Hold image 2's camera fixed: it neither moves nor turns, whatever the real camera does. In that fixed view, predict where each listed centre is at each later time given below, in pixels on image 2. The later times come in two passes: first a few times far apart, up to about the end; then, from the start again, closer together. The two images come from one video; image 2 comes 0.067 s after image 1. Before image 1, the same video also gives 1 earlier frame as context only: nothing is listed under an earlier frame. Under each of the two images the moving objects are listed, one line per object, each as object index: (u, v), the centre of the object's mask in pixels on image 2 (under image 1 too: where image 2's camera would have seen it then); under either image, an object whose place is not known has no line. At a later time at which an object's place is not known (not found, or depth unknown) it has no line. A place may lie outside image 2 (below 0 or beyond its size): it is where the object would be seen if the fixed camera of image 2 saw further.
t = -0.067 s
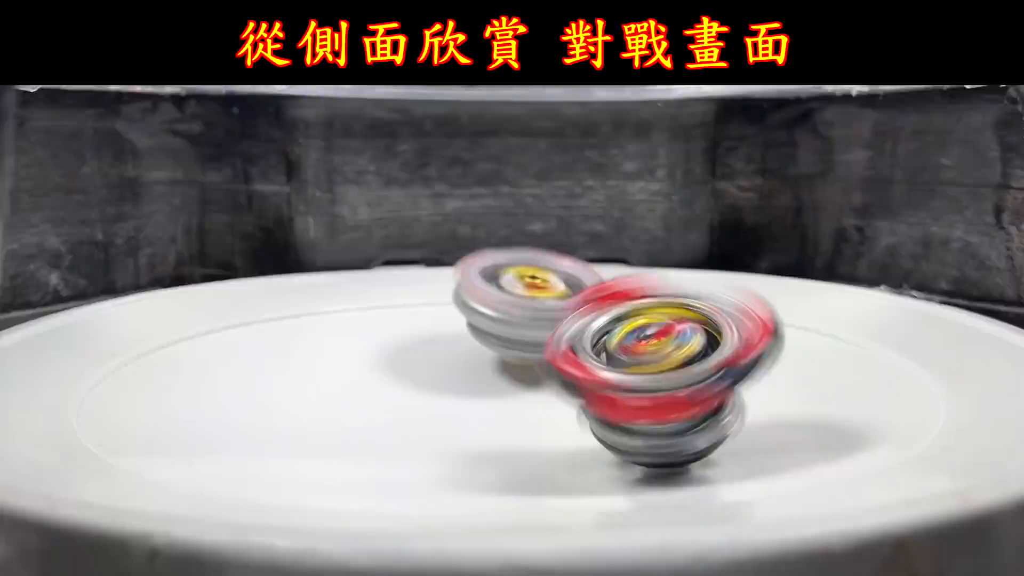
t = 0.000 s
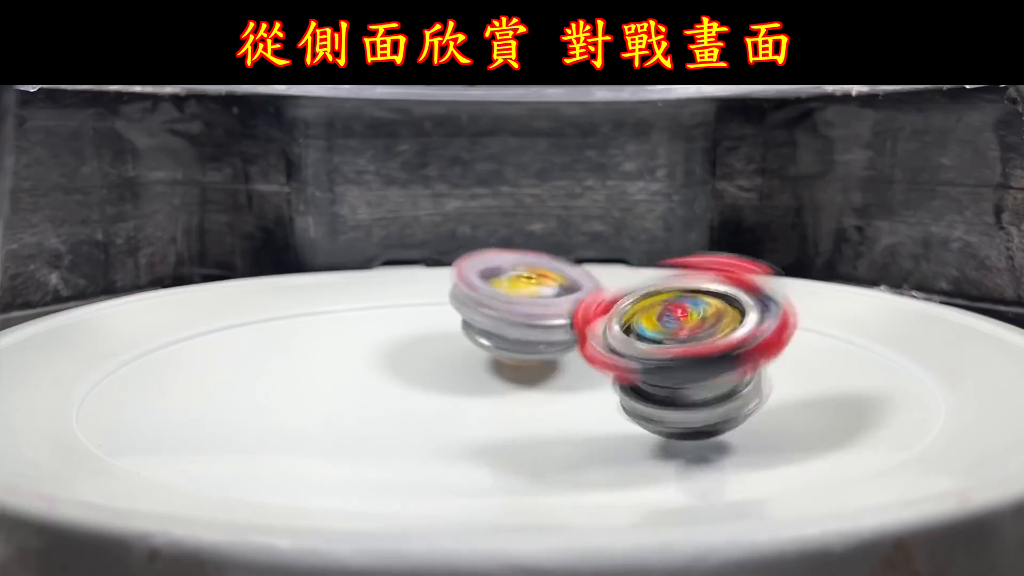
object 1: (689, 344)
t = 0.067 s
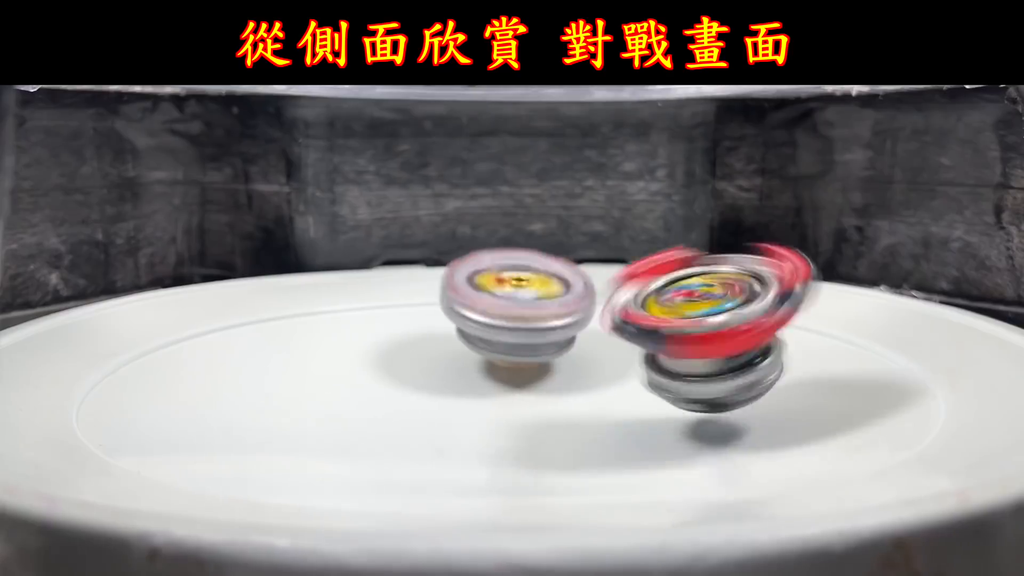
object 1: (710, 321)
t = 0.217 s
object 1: (730, 323)
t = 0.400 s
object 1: (722, 317)
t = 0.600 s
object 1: (852, 299)
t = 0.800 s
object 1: (829, 309)
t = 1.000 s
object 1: (864, 306)
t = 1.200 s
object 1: (814, 322)
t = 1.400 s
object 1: (868, 333)
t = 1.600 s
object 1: (767, 364)
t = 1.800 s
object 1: (837, 359)
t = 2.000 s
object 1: (709, 379)
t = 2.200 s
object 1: (623, 390)
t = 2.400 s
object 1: (571, 391)
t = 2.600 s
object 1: (544, 395)
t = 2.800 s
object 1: (518, 389)
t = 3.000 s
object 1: (542, 390)
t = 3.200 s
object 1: (488, 380)
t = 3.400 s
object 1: (500, 390)
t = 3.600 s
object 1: (536, 375)
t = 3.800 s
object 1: (325, 367)
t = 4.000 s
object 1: (219, 360)
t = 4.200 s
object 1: (265, 379)
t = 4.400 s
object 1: (423, 377)
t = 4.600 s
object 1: (224, 326)
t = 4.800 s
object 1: (165, 303)
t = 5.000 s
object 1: (320, 338)
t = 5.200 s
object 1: (546, 311)
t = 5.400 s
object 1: (652, 283)
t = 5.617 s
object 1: (627, 284)
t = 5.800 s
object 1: (571, 341)
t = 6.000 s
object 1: (558, 389)
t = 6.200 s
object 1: (624, 390)
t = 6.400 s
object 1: (610, 388)
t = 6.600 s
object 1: (454, 370)
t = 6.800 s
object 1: (311, 367)
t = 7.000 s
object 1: (340, 371)
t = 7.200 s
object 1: (455, 355)
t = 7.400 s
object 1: (352, 333)
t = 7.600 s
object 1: (302, 337)
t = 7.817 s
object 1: (421, 345)
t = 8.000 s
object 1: (377, 313)
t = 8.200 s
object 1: (410, 279)
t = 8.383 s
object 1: (491, 288)
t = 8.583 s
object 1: (575, 315)
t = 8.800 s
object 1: (601, 364)
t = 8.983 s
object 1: (558, 386)
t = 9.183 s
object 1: (422, 390)
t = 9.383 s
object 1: (324, 379)
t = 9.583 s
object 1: (349, 351)
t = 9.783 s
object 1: (402, 343)
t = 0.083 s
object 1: (714, 334)
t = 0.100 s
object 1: (718, 337)
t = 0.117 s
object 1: (719, 331)
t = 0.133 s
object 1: (722, 334)
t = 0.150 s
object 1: (726, 329)
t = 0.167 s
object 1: (728, 328)
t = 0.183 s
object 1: (729, 321)
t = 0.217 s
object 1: (730, 323)
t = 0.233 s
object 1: (732, 317)
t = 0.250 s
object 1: (732, 316)
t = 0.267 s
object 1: (730, 317)
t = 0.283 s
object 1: (731, 314)
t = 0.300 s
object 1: (729, 317)
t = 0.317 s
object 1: (727, 316)
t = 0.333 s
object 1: (726, 315)
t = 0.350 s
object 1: (726, 315)
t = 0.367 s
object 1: (724, 315)
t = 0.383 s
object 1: (721, 316)
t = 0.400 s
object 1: (722, 317)
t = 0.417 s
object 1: (721, 317)
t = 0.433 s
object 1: (721, 317)
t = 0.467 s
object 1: (749, 315)
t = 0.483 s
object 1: (765, 310)
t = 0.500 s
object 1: (779, 311)
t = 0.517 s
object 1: (794, 309)
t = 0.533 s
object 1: (809, 306)
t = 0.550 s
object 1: (821, 306)
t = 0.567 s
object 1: (835, 304)
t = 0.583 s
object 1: (845, 302)
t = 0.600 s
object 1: (852, 299)
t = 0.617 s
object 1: (860, 299)
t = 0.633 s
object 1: (866, 297)
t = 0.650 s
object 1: (869, 296)
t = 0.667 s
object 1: (873, 295)
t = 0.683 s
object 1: (872, 294)
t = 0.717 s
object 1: (866, 299)
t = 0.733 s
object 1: (860, 300)
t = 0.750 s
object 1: (854, 302)
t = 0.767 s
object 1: (847, 304)
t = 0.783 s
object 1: (838, 306)
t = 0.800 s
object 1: (829, 309)
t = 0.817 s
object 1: (819, 311)
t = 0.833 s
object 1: (806, 315)
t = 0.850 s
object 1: (804, 313)
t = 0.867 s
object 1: (812, 310)
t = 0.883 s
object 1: (823, 311)
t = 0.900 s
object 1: (833, 309)
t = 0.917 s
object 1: (841, 308)
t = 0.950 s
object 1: (854, 307)
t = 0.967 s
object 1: (858, 306)
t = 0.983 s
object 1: (862, 307)
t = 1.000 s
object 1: (864, 306)
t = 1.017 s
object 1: (865, 307)
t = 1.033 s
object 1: (864, 307)
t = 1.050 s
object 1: (865, 308)
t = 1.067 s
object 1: (860, 309)
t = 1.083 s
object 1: (858, 311)
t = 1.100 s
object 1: (852, 313)
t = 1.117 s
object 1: (846, 314)
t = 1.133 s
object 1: (837, 316)
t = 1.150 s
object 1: (831, 319)
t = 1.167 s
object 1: (820, 321)
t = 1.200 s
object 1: (814, 322)
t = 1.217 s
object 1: (822, 322)
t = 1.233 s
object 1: (833, 322)
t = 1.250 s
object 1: (840, 324)
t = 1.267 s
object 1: (846, 324)
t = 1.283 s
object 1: (852, 325)
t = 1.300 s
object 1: (859, 327)
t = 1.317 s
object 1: (863, 327)
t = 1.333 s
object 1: (867, 327)
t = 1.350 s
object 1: (868, 329)
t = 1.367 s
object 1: (870, 331)
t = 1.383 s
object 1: (867, 333)
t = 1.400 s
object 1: (868, 333)
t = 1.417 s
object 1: (864, 335)
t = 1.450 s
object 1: (853, 340)
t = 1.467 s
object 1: (849, 341)
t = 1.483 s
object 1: (841, 344)
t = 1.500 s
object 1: (832, 347)
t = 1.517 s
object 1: (822, 351)
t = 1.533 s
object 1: (813, 353)
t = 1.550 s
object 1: (802, 355)
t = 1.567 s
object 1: (791, 358)
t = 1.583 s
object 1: (778, 361)
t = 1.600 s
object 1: (767, 364)
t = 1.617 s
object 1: (755, 366)
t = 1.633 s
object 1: (758, 365)
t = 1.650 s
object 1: (768, 364)
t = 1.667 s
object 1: (779, 363)
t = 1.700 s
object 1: (798, 365)
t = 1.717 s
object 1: (806, 365)
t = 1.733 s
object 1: (814, 364)
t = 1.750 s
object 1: (821, 362)
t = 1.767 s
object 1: (829, 360)
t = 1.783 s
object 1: (836, 360)
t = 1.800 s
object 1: (837, 359)
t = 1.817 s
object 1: (838, 361)
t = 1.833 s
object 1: (836, 360)
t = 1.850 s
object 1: (827, 362)
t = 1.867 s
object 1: (818, 364)
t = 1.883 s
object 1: (805, 368)
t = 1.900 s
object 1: (793, 370)
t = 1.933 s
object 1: (770, 371)
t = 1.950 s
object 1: (757, 373)
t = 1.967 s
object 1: (740, 375)
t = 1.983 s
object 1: (725, 377)
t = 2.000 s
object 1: (709, 379)
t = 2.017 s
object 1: (690, 380)
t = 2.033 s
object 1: (671, 381)
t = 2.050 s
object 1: (664, 380)
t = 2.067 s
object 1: (659, 383)
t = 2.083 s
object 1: (655, 384)
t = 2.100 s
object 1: (651, 385)
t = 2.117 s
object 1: (646, 386)
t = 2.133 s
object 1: (641, 387)
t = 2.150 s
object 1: (636, 388)
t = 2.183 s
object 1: (627, 390)
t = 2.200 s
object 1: (623, 390)
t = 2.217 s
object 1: (617, 392)
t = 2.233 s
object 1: (614, 392)
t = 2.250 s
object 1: (611, 392)
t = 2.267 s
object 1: (607, 393)
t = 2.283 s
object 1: (604, 393)
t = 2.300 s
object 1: (602, 393)
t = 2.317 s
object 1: (598, 393)
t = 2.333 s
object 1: (595, 392)
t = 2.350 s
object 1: (591, 393)
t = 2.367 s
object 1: (584, 392)
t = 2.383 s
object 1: (579, 391)
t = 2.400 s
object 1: (571, 391)
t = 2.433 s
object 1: (560, 390)
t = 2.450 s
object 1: (553, 391)
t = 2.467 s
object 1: (551, 392)
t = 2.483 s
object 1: (548, 391)
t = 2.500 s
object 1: (545, 392)
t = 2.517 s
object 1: (545, 392)
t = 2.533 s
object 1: (546, 392)
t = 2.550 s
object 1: (545, 391)
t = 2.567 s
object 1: (546, 392)
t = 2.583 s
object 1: (544, 394)
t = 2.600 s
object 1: (544, 395)
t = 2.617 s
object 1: (543, 393)
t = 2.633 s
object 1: (543, 392)
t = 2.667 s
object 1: (544, 391)
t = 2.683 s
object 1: (539, 390)
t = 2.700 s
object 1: (538, 390)
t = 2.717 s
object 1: (534, 390)
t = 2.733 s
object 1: (530, 390)
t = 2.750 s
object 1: (525, 389)
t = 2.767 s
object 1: (521, 381)
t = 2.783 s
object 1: (522, 387)
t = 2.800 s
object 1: (518, 389)
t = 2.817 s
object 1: (517, 389)
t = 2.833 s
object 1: (516, 388)
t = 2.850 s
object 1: (517, 388)
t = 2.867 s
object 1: (519, 392)
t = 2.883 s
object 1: (521, 391)
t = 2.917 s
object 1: (529, 390)
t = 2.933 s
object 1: (533, 392)
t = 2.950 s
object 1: (535, 391)
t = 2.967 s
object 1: (536, 388)
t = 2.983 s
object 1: (543, 388)
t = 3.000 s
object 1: (542, 390)
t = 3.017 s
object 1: (542, 387)
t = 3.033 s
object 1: (543, 386)
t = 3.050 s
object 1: (543, 384)
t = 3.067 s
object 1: (539, 386)
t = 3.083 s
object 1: (534, 381)
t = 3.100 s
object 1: (528, 381)
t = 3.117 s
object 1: (523, 378)
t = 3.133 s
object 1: (516, 376)
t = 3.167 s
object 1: (500, 378)
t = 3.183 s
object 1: (496, 377)
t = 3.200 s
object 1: (488, 380)
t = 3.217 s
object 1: (484, 380)
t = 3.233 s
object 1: (477, 385)
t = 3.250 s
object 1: (472, 384)
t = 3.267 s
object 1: (473, 386)
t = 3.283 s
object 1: (470, 388)
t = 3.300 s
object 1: (469, 387)
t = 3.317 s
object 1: (474, 391)
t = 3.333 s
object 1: (474, 393)
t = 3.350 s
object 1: (479, 389)
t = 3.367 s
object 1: (485, 394)
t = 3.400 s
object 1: (500, 390)
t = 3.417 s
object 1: (504, 394)
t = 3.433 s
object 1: (511, 392)
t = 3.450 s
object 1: (520, 392)
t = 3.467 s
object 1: (524, 392)
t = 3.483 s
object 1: (533, 391)
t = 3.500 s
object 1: (538, 389)
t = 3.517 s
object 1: (541, 388)
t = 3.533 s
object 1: (545, 388)
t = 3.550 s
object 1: (544, 383)
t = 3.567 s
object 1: (545, 384)
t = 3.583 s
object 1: (542, 381)
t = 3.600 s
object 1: (536, 375)
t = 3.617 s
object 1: (525, 362)
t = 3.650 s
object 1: (485, 340)
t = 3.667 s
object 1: (464, 341)
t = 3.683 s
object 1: (443, 351)
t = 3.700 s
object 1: (424, 374)
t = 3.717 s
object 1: (404, 374)
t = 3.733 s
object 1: (386, 370)
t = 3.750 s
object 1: (369, 371)
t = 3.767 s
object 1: (355, 366)
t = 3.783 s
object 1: (341, 369)
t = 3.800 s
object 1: (325, 367)
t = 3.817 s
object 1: (314, 364)
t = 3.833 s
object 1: (302, 364)
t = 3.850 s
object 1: (292, 363)
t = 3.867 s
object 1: (282, 362)
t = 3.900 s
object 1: (263, 362)
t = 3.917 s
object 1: (255, 362)
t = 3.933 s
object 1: (246, 362)
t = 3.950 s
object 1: (239, 362)
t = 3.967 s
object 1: (231, 363)
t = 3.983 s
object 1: (223, 361)
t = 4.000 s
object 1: (219, 360)
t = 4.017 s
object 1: (211, 363)
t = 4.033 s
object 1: (207, 364)
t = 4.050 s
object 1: (206, 363)
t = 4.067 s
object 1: (199, 362)
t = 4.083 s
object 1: (200, 364)
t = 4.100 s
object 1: (200, 367)
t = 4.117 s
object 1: (202, 367)
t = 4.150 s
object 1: (216, 372)
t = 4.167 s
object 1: (228, 372)
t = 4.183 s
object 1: (247, 377)
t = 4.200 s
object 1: (265, 379)
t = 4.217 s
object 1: (286, 381)
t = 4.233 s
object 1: (312, 385)
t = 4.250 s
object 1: (335, 386)
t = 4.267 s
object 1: (358, 387)
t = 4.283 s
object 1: (382, 390)
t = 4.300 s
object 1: (402, 389)
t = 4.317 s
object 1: (418, 389)
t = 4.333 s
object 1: (434, 387)
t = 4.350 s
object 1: (450, 383)
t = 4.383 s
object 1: (444, 368)
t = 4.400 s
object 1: (423, 377)
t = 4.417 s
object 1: (403, 365)
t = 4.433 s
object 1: (378, 367)
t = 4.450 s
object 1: (359, 358)
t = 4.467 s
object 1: (339, 358)
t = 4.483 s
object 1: (322, 350)
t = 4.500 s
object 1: (304, 347)
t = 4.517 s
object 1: (287, 343)
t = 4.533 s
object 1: (271, 340)
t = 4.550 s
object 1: (258, 336)
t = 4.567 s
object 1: (247, 334)
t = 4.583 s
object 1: (236, 328)
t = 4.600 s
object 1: (224, 326)
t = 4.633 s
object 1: (205, 319)
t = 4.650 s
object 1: (198, 317)
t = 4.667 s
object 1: (191, 313)
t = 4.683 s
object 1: (186, 311)
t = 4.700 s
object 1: (179, 308)
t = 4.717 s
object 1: (175, 306)
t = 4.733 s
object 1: (170, 305)
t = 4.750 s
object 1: (168, 303)
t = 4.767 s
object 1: (167, 303)
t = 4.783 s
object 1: (166, 303)
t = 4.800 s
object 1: (165, 303)
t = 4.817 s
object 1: (168, 305)
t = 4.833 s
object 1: (174, 305)
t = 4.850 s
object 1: (180, 310)
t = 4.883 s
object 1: (200, 316)
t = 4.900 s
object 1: (213, 317)
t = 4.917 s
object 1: (224, 323)
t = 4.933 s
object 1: (242, 324)
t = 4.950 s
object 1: (258, 330)
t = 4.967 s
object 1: (279, 327)
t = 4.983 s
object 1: (297, 336)
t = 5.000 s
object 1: (320, 338)
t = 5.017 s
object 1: (341, 341)
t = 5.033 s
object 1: (353, 340)
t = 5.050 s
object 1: (373, 337)
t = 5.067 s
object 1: (388, 332)
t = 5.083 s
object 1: (413, 324)
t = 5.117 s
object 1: (457, 303)
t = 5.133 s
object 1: (472, 300)
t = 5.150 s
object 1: (491, 300)
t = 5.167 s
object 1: (506, 298)
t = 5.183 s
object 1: (526, 300)
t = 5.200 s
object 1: (546, 311)
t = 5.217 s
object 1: (561, 311)
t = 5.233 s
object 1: (574, 311)
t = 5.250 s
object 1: (584, 311)
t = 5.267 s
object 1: (592, 312)
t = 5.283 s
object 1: (602, 308)
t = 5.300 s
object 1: (610, 304)
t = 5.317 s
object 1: (620, 299)
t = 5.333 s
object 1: (629, 295)
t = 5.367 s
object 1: (643, 288)
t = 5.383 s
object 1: (648, 285)
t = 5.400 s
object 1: (652, 283)
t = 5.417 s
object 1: (654, 279)
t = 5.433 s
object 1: (656, 276)
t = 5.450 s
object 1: (658, 273)
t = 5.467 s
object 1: (660, 271)
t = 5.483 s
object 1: (659, 270)
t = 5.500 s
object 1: (658, 269)
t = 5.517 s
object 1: (655, 269)
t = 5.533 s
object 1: (651, 270)
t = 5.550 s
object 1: (648, 272)
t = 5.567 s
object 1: (642, 272)
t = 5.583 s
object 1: (637, 278)
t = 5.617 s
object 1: (627, 284)
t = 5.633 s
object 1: (622, 285)
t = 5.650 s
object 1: (616, 291)
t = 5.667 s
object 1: (609, 295)
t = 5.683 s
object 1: (603, 301)
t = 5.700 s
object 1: (597, 307)
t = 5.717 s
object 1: (592, 313)
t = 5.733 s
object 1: (587, 318)
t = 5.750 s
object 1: (581, 325)
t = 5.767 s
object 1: (577, 330)
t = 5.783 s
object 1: (574, 335)
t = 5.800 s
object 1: (571, 341)
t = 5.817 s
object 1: (568, 346)
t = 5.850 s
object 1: (565, 357)
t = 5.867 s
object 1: (564, 361)
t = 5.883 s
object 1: (562, 364)
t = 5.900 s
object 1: (559, 369)
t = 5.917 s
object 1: (558, 373)
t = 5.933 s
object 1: (556, 377)
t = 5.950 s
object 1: (556, 381)
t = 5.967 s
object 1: (556, 384)
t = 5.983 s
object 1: (557, 387)
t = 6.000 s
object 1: (558, 389)
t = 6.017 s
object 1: (561, 391)
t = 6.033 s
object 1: (564, 392)
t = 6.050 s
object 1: (566, 392)
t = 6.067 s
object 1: (570, 392)
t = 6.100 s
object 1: (579, 395)
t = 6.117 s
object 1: (584, 394)
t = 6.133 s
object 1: (591, 394)
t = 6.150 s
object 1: (599, 394)
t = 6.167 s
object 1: (606, 391)
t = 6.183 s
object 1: (614, 393)
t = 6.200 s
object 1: (624, 390)
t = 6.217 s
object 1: (632, 393)
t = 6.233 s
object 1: (638, 387)
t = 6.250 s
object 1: (643, 392)
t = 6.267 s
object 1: (646, 388)
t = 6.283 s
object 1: (649, 390)
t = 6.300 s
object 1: (648, 389)
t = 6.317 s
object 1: (647, 387)
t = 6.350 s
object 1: (638, 387)
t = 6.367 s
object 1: (628, 390)
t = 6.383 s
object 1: (621, 389)
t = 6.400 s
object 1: (610, 388)
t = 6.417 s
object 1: (598, 385)
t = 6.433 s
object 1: (586, 384)
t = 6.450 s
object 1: (572, 382)
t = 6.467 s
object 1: (560, 384)
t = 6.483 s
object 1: (547, 381)
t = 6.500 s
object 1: (534, 380)
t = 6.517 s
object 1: (521, 377)
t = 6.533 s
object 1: (509, 373)
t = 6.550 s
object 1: (494, 370)
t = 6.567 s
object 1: (479, 370)
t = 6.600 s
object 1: (454, 370)
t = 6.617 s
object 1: (438, 370)
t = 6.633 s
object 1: (424, 369)
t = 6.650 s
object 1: (409, 370)
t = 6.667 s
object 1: (395, 369)
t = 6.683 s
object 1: (381, 369)
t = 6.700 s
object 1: (368, 369)
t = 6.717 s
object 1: (356, 368)
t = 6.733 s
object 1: (345, 367)
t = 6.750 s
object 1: (335, 368)
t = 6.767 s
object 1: (325, 367)
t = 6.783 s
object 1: (317, 365)
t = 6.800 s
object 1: (311, 367)
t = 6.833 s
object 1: (303, 366)
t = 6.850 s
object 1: (300, 365)
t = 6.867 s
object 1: (299, 370)
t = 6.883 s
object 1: (300, 365)
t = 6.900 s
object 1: (303, 368)
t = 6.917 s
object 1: (306, 371)
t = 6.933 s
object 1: (312, 365)
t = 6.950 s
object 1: (318, 371)
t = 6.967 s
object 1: (325, 366)
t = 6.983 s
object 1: (331, 370)
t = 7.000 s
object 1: (340, 371)
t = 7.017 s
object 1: (351, 366)
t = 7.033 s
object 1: (360, 368)
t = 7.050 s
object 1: (372, 370)
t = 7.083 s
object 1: (395, 370)
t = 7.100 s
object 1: (406, 369)
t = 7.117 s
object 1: (417, 367)
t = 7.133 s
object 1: (427, 364)
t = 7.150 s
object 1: (435, 363)
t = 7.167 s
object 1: (444, 360)
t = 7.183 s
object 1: (453, 357)
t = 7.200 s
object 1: (455, 355)
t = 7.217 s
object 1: (453, 353)
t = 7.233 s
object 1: (445, 348)
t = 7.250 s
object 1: (436, 350)
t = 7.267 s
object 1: (425, 348)
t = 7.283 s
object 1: (415, 349)
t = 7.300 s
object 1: (407, 346)
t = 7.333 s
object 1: (388, 341)
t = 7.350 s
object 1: (380, 339)
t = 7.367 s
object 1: (370, 338)
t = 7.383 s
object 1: (361, 335)
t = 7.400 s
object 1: (352, 333)
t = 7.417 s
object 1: (342, 332)
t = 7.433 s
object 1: (332, 330)
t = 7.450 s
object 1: (323, 328)
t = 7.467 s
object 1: (314, 327)
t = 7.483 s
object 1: (307, 328)
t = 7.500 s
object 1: (300, 327)
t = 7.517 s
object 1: (296, 329)
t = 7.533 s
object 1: (294, 330)
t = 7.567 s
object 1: (296, 335)
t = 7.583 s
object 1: (299, 333)
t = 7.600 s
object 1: (302, 337)
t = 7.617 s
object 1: (307, 340)
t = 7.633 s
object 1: (314, 339)
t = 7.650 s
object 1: (319, 343)
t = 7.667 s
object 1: (330, 347)
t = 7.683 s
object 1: (344, 344)
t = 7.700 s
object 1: (355, 352)
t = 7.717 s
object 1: (370, 354)
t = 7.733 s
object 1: (385, 355)
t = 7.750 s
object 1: (401, 357)
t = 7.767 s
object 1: (413, 358)
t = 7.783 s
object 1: (424, 361)
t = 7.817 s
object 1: (421, 345)
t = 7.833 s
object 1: (411, 353)
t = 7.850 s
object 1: (404, 343)
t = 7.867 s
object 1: (400, 339)
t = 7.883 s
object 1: (392, 342)
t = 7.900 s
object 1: (387, 335)
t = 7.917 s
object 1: (384, 331)
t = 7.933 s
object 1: (384, 329)
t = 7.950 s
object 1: (381, 324)
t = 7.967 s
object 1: (379, 320)
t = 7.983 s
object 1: (377, 314)
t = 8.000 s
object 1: (377, 313)
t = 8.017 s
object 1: (376, 307)
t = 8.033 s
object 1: (377, 303)
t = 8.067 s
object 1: (380, 294)
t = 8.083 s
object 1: (382, 293)
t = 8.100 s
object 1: (384, 291)
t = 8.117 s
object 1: (387, 289)
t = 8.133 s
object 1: (392, 287)
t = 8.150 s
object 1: (395, 285)
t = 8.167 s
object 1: (399, 284)
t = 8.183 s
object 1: (403, 282)
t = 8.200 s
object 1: (410, 279)
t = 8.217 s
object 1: (416, 275)
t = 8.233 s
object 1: (420, 269)
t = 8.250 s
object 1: (428, 267)
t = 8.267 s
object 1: (439, 264)
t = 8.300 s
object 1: (450, 269)
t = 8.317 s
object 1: (457, 268)
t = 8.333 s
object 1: (467, 274)
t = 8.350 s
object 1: (480, 275)
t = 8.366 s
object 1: (485, 284)
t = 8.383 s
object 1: (491, 288)
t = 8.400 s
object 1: (499, 289)
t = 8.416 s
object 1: (507, 291)
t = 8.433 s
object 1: (515, 292)
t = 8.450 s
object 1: (522, 295)
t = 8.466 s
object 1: (530, 296)
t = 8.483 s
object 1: (537, 299)
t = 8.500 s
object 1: (545, 303)
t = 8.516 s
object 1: (551, 304)
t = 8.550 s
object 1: (564, 312)
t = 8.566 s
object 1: (570, 314)
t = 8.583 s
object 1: (575, 315)
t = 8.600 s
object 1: (579, 320)
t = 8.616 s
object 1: (585, 324)
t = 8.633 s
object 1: (590, 327)
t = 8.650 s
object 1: (593, 330)
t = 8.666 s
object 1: (594, 334)
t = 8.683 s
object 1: (598, 340)
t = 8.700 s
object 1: (602, 342)
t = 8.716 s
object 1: (603, 345)
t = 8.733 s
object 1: (602, 350)
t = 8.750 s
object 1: (605, 354)
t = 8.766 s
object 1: (606, 358)
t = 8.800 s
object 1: (601, 364)
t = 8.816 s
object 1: (600, 366)
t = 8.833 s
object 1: (595, 371)
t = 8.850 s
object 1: (589, 374)
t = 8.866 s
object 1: (584, 376)
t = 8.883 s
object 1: (576, 378)
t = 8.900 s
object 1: (569, 379)
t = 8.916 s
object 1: (572, 379)
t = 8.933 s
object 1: (572, 382)
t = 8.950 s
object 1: (568, 385)
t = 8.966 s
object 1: (562, 385)
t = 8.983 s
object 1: (558, 386)
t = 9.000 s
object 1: (549, 388)
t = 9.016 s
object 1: (538, 389)
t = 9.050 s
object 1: (521, 388)
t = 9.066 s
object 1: (509, 390)
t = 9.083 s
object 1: (496, 390)
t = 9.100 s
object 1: (488, 390)
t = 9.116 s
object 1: (475, 389)
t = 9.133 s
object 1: (461, 391)
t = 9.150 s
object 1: (447, 391)
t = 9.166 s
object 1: (436, 391)
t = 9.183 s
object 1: (422, 390)
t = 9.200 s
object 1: (405, 393)
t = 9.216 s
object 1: (396, 392)
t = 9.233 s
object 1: (385, 389)
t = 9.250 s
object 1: (372, 390)
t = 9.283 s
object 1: (353, 388)
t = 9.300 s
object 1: (346, 386)
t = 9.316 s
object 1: (338, 385)
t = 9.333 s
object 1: (334, 384)
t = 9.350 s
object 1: (330, 382)
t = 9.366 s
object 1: (324, 379)
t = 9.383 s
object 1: (324, 379)
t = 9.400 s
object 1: (323, 377)
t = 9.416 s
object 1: (319, 375)
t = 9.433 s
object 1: (318, 373)
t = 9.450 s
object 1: (321, 372)
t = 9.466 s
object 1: (320, 370)
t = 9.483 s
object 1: (322, 368)
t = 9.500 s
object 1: (328, 366)
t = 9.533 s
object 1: (333, 362)
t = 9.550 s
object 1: (339, 360)
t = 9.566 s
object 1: (345, 357)
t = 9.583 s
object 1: (349, 351)
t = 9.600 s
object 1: (354, 350)
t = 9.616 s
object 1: (361, 349)
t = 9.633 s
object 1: (369, 348)
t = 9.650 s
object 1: (374, 343)
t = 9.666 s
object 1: (384, 343)
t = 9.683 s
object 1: (392, 340)
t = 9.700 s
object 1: (400, 340)
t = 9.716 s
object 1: (408, 335)
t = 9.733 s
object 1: (418, 335)
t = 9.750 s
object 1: (425, 334)
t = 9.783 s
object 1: (402, 343)
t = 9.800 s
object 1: (393, 337)
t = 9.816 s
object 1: (390, 330)
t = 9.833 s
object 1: (383, 332)
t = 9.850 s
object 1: (378, 334)
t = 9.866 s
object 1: (378, 334)
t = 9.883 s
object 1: (375, 331)
